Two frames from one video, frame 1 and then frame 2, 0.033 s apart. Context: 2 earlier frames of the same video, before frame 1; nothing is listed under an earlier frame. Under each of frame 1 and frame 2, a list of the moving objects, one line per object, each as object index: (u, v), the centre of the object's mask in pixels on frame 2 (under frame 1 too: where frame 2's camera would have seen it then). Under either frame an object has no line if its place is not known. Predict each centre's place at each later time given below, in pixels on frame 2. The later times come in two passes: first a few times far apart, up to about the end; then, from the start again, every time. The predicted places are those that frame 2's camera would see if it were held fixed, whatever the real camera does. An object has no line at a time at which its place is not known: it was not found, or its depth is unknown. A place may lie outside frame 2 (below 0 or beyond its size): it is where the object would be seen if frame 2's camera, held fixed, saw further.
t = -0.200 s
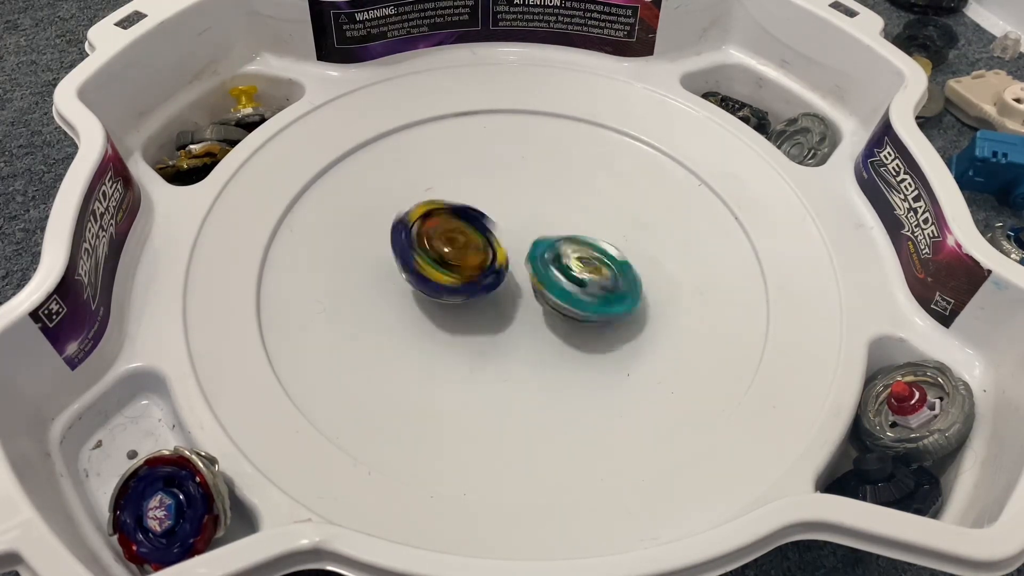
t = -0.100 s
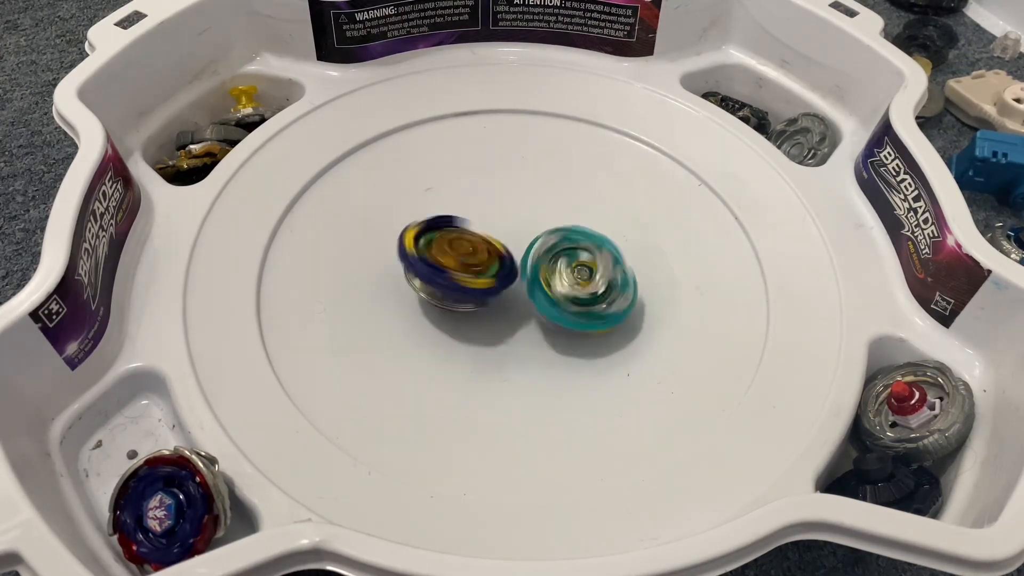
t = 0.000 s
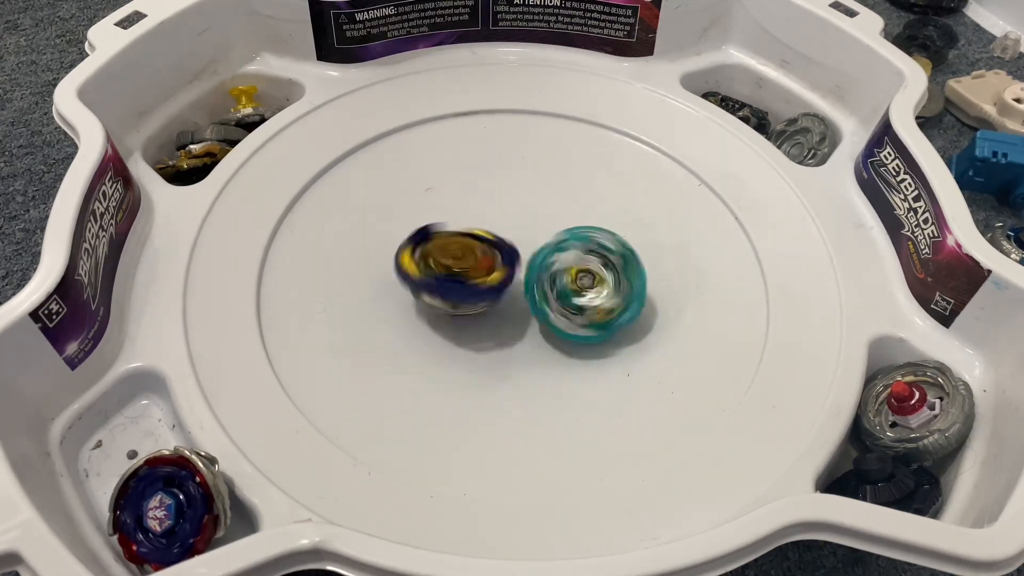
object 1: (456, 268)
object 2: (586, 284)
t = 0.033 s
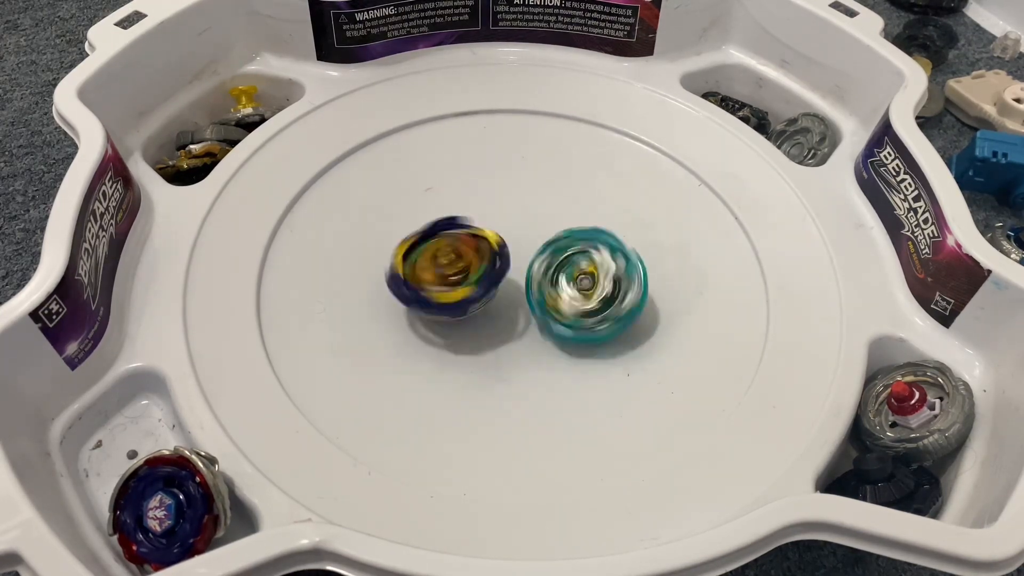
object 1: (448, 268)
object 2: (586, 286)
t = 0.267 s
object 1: (448, 269)
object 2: (573, 277)
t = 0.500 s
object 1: (453, 282)
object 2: (565, 270)
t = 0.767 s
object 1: (450, 277)
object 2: (551, 240)
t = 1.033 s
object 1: (442, 285)
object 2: (525, 227)
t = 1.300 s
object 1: (436, 283)
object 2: (514, 225)
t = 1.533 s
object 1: (442, 289)
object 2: (503, 228)
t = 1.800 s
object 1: (454, 303)
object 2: (503, 228)
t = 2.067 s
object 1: (447, 295)
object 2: (503, 228)
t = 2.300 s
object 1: (446, 294)
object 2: (504, 228)
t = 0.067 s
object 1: (443, 272)
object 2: (586, 285)
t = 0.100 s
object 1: (447, 274)
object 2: (582, 284)
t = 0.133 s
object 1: (453, 272)
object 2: (581, 281)
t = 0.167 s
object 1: (453, 269)
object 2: (578, 281)
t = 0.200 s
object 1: (450, 268)
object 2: (577, 278)
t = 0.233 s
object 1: (448, 267)
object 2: (576, 278)
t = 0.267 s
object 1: (448, 269)
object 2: (573, 277)
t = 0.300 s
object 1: (448, 271)
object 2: (570, 277)
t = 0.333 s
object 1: (442, 273)
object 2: (569, 276)
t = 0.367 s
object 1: (439, 279)
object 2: (569, 275)
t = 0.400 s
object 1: (443, 284)
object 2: (570, 274)
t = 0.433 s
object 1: (450, 284)
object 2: (567, 274)
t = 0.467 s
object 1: (454, 283)
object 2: (565, 272)
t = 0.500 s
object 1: (453, 282)
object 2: (565, 270)
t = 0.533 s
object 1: (452, 281)
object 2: (564, 268)
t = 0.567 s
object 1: (448, 283)
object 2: (564, 264)
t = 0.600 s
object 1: (447, 283)
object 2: (564, 259)
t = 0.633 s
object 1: (447, 284)
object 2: (562, 255)
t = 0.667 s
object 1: (449, 282)
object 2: (561, 252)
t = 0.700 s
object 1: (452, 279)
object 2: (557, 249)
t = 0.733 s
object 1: (451, 277)
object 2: (555, 245)
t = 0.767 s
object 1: (450, 277)
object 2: (551, 240)
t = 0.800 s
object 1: (450, 275)
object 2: (547, 237)
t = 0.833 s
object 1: (449, 274)
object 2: (543, 234)
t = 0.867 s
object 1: (448, 275)
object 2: (539, 231)
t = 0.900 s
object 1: (448, 276)
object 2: (535, 230)
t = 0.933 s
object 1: (450, 277)
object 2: (532, 229)
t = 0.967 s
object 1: (448, 281)
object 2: (529, 228)
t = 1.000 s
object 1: (444, 285)
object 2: (527, 228)
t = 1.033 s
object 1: (442, 285)
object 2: (525, 227)
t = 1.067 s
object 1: (440, 283)
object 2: (522, 226)
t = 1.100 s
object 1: (440, 284)
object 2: (520, 225)
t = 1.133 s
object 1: (439, 285)
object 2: (519, 226)
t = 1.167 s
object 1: (439, 285)
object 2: (518, 225)
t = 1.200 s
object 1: (439, 285)
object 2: (516, 225)
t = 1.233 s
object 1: (438, 284)
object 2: (515, 225)
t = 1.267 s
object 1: (437, 283)
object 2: (515, 225)
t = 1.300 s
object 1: (436, 283)
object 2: (514, 225)
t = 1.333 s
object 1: (435, 282)
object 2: (513, 226)
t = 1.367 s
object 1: (434, 283)
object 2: (512, 225)
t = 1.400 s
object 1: (434, 283)
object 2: (511, 226)
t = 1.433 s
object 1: (435, 284)
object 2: (509, 226)
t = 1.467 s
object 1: (437, 285)
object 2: (506, 227)
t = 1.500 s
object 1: (439, 287)
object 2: (503, 228)
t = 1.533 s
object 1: (442, 289)
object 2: (503, 228)
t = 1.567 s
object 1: (445, 291)
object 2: (503, 228)
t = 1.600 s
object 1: (447, 292)
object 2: (504, 227)
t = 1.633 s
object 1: (449, 295)
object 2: (504, 227)
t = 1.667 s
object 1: (450, 297)
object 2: (504, 227)
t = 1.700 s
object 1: (452, 299)
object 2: (503, 227)
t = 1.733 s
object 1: (453, 301)
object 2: (503, 227)
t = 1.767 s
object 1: (454, 302)
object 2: (504, 228)
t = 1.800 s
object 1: (454, 303)
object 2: (503, 228)
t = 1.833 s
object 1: (454, 303)
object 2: (504, 228)
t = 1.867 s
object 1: (454, 302)
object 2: (504, 228)
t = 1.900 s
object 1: (454, 302)
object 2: (504, 228)
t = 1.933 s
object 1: (453, 300)
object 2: (504, 228)
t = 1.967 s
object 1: (452, 299)
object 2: (503, 228)
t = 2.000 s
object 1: (450, 298)
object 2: (503, 228)
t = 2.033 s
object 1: (448, 296)
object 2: (503, 228)
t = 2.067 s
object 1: (447, 295)
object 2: (503, 228)
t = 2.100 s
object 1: (445, 294)
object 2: (503, 228)
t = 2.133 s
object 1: (444, 293)
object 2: (503, 228)
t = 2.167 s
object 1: (443, 293)
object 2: (504, 228)
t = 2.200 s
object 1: (443, 293)
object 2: (503, 228)
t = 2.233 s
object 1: (443, 293)
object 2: (503, 228)
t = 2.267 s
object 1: (444, 294)
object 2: (504, 228)
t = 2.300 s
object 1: (446, 294)
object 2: (504, 228)
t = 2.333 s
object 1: (447, 295)
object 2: (504, 228)
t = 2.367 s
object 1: (449, 297)
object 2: (503, 228)
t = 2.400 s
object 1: (450, 298)
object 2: (504, 228)
